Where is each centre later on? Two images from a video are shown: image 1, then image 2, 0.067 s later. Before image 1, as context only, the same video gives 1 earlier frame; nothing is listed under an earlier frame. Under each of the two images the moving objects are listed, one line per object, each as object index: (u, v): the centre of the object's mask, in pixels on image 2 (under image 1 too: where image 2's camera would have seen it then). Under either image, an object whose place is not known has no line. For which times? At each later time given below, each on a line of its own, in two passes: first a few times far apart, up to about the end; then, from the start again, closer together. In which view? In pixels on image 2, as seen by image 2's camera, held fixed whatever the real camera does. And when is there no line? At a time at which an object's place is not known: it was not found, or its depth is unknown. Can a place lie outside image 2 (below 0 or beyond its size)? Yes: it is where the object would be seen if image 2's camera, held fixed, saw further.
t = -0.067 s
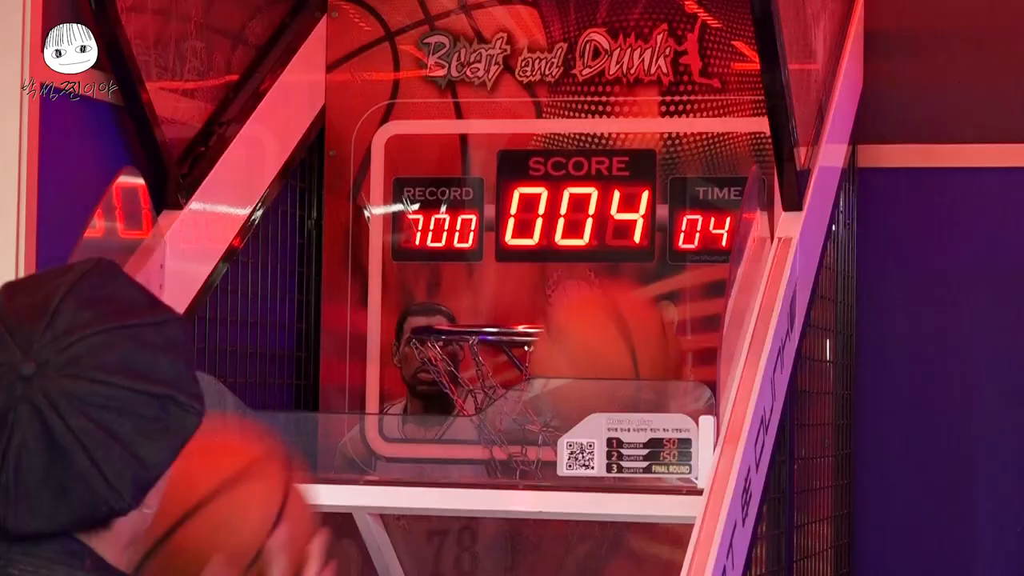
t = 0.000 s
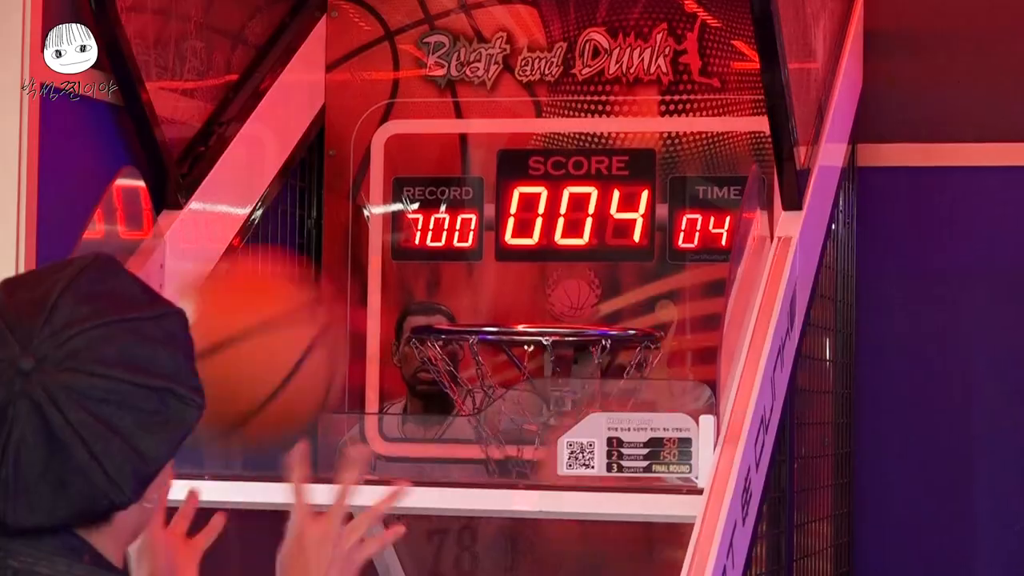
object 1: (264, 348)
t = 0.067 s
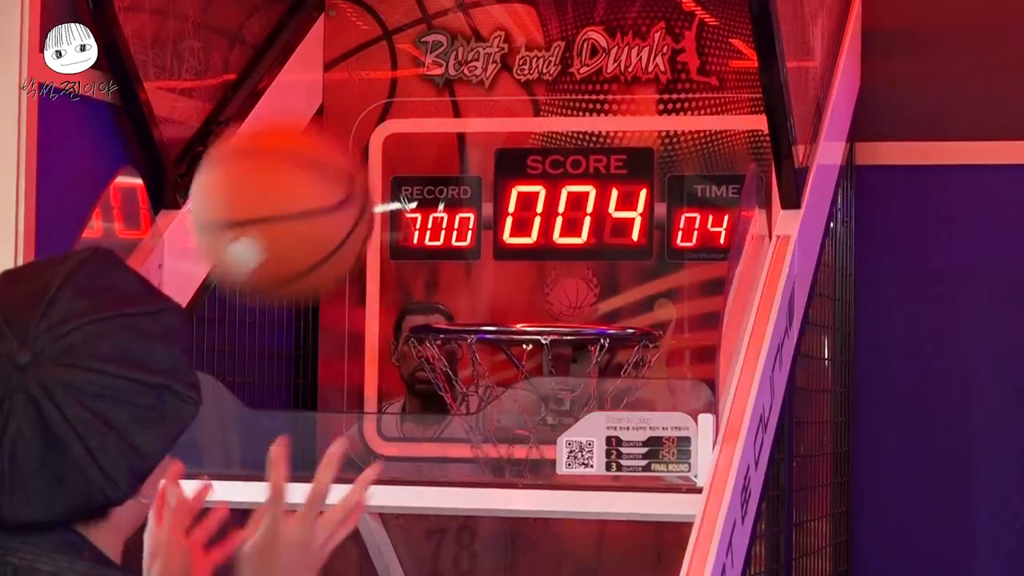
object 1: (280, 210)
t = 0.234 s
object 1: (349, 59)
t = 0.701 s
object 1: (520, 222)
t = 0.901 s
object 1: (586, 267)
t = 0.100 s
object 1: (294, 158)
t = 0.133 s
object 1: (310, 116)
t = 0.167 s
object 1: (325, 84)
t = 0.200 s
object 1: (338, 67)
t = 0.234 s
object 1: (349, 59)
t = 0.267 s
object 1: (360, 55)
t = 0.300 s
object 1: (370, 56)
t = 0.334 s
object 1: (379, 60)
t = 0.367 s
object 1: (387, 71)
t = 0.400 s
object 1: (399, 95)
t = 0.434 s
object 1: (407, 125)
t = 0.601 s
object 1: (461, 252)
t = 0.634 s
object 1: (481, 235)
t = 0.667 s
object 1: (500, 225)
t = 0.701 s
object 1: (520, 222)
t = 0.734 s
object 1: (537, 224)
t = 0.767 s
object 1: (547, 220)
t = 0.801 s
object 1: (556, 222)
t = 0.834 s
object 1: (567, 231)
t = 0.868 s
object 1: (576, 245)
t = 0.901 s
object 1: (586, 267)
